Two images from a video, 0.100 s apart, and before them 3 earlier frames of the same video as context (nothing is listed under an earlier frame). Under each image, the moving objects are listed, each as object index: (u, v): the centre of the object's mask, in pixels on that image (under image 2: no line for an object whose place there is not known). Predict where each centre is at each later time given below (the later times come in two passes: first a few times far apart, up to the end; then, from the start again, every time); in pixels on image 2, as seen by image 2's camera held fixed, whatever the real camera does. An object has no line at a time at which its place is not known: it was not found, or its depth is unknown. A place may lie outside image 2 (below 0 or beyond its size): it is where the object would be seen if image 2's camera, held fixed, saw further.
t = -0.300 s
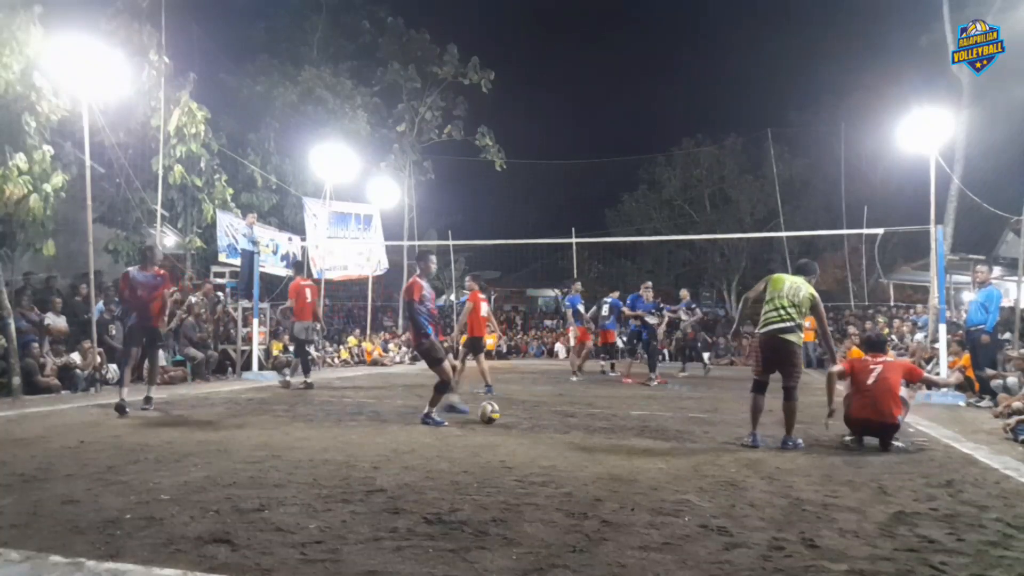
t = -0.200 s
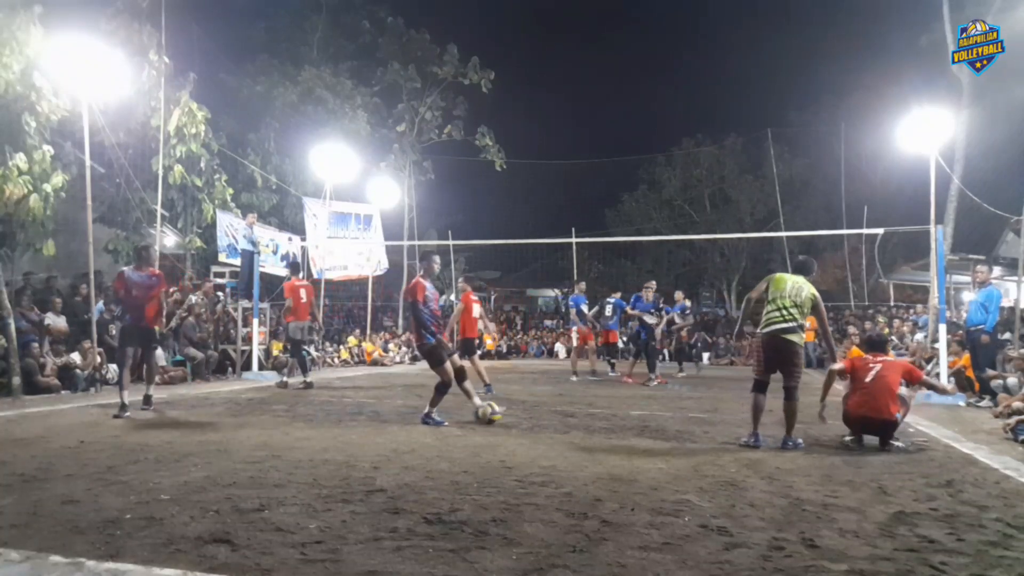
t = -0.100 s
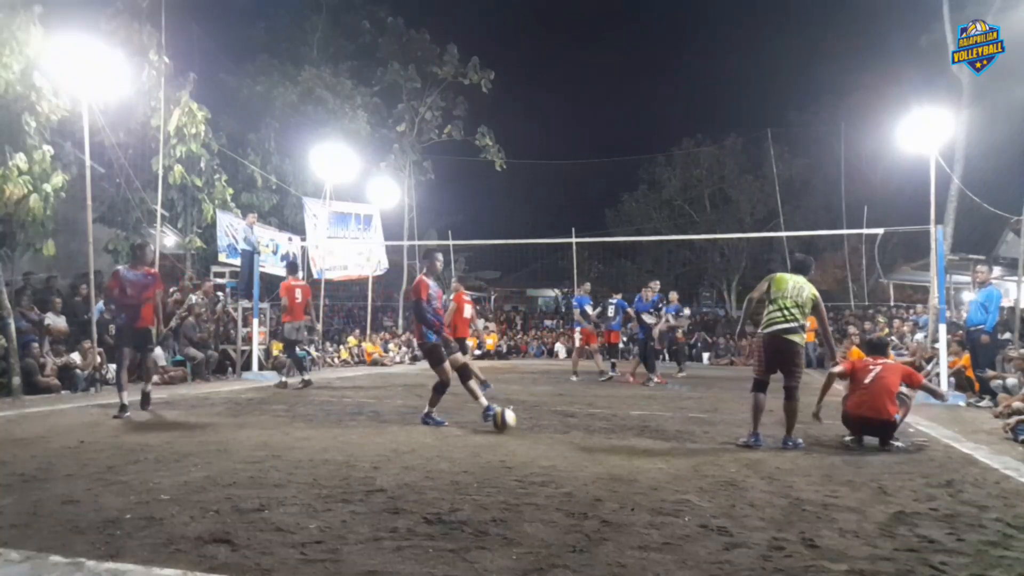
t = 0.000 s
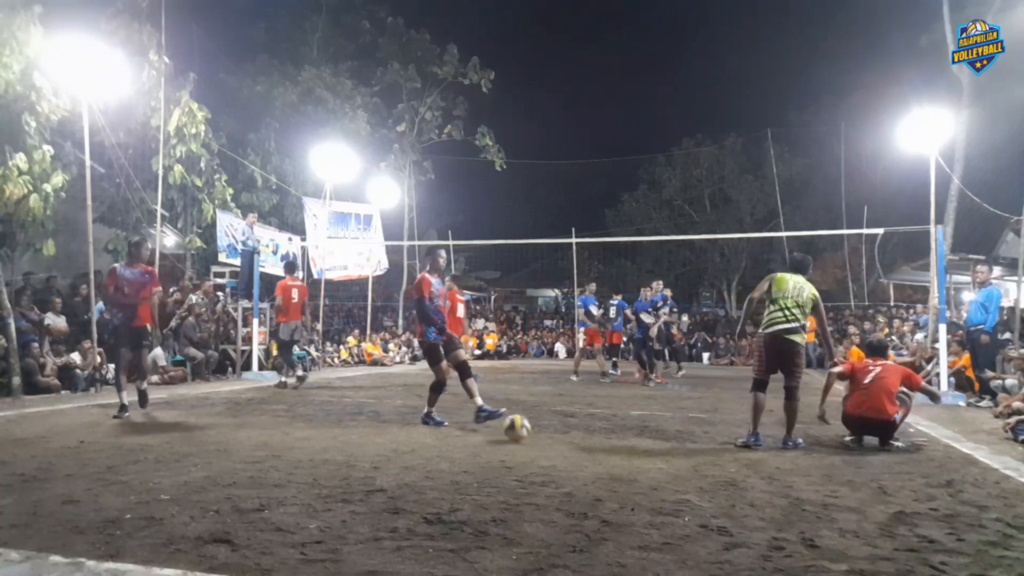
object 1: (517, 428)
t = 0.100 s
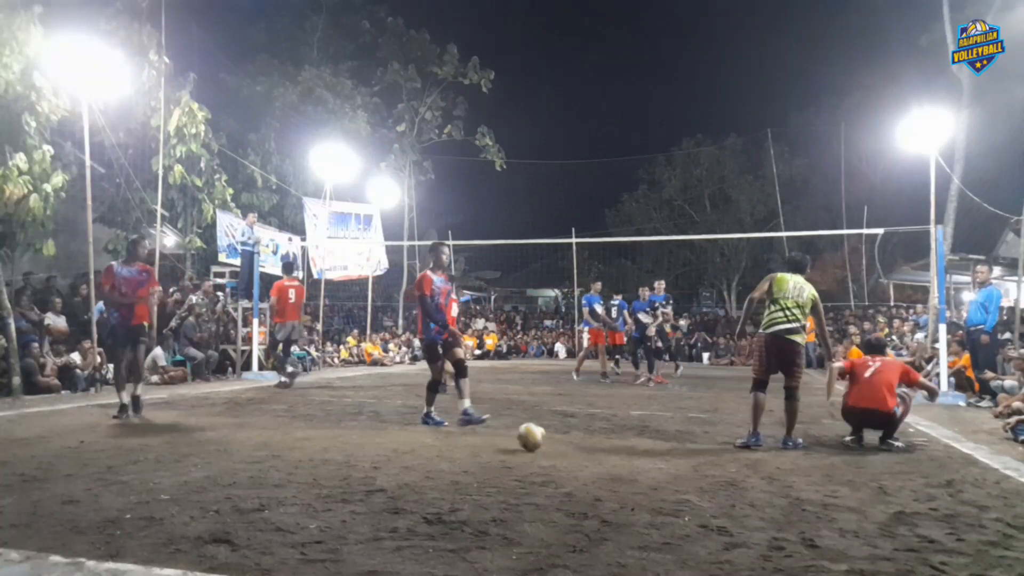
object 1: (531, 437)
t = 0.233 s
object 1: (550, 447)
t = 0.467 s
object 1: (580, 461)
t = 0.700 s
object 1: (618, 484)
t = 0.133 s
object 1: (535, 436)
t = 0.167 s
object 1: (540, 437)
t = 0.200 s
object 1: (545, 441)
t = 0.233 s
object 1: (550, 447)
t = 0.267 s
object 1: (554, 449)
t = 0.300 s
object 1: (558, 447)
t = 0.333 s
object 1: (562, 445)
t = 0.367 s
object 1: (566, 446)
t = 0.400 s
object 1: (572, 449)
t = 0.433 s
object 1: (576, 454)
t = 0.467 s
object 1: (580, 461)
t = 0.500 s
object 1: (585, 470)
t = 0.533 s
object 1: (591, 472)
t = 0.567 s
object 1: (596, 471)
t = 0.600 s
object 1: (602, 471)
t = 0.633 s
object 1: (607, 472)
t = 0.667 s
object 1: (612, 477)
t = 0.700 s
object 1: (618, 484)
